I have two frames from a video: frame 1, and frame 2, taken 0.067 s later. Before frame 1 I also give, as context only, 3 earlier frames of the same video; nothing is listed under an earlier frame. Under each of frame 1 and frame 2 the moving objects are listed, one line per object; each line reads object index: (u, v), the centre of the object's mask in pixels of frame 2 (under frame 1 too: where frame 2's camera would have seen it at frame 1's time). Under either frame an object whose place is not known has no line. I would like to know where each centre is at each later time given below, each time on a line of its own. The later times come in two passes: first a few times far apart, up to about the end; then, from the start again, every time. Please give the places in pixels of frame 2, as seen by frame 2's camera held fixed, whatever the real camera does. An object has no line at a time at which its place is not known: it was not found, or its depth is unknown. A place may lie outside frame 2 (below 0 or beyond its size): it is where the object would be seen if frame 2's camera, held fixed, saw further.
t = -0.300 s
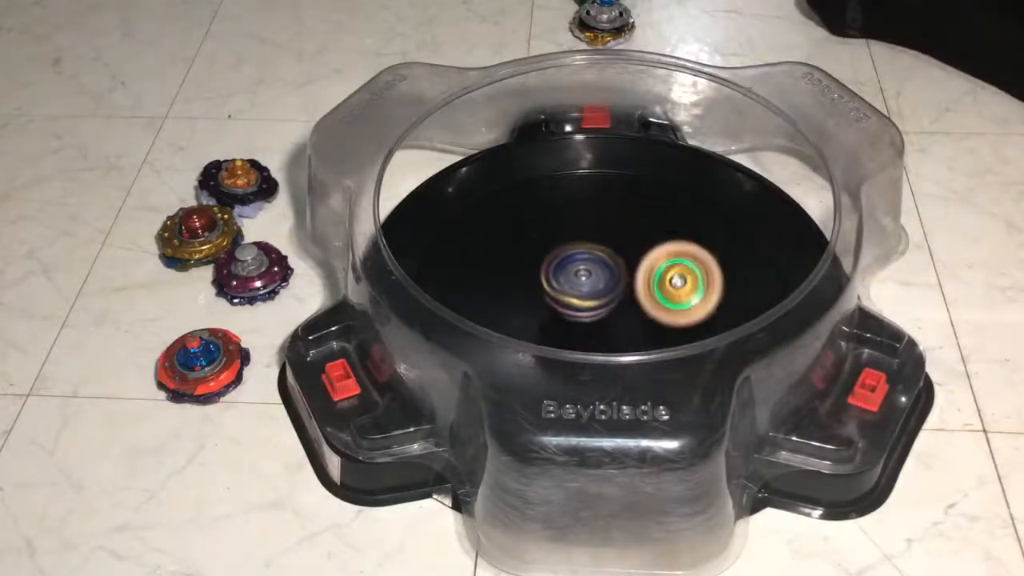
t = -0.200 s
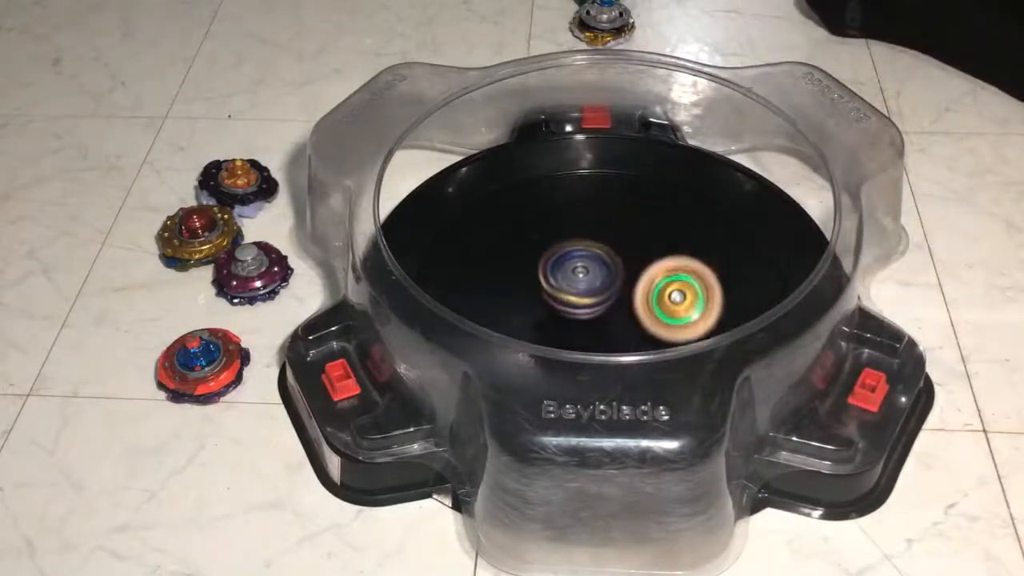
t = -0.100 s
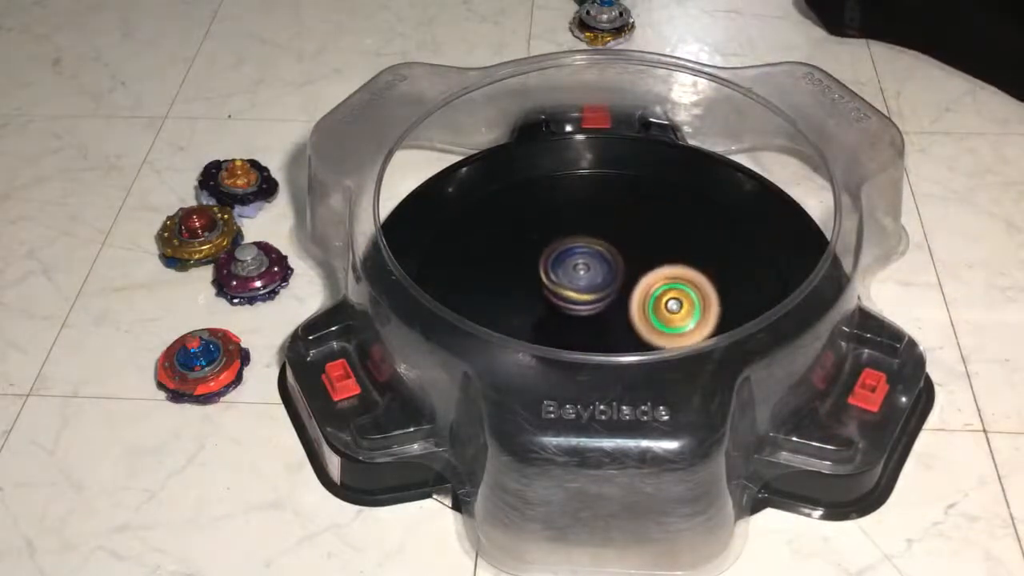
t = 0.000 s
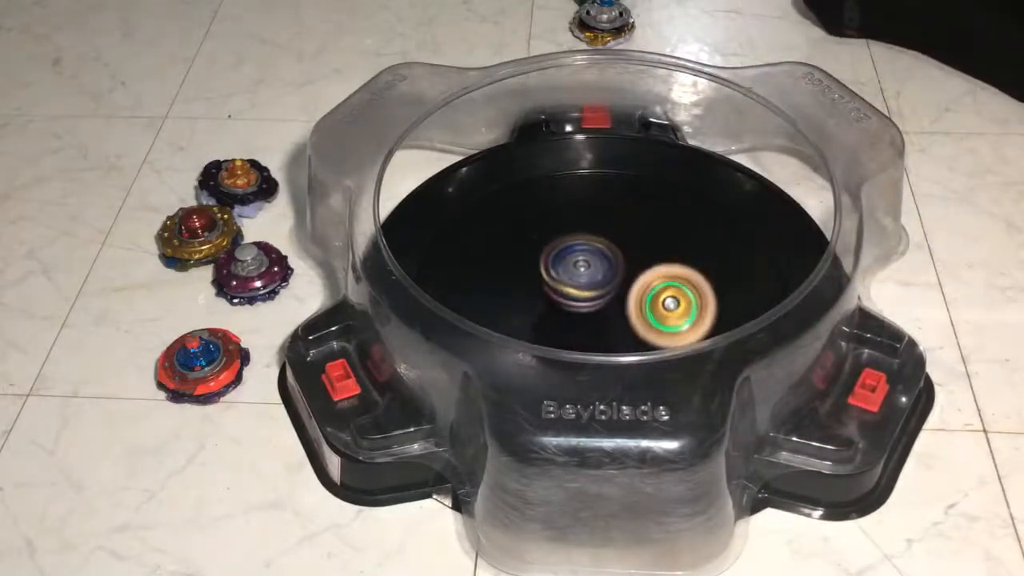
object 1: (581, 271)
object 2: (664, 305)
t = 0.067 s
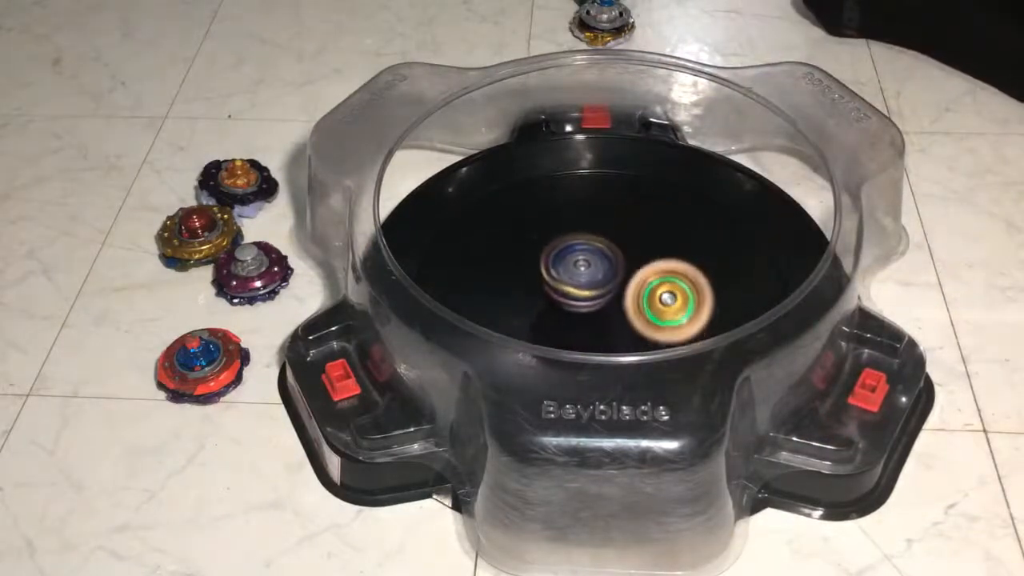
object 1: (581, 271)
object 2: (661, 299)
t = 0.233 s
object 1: (579, 268)
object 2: (656, 291)
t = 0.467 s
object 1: (575, 264)
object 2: (650, 299)
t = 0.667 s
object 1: (574, 261)
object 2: (623, 316)
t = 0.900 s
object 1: (579, 260)
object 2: (599, 331)
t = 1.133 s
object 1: (583, 265)
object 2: (554, 318)
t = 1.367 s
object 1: (602, 260)
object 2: (523, 300)
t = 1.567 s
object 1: (616, 263)
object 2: (523, 266)
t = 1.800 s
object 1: (678, 277)
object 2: (464, 250)
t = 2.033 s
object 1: (664, 293)
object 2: (501, 270)
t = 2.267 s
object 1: (688, 287)
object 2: (542, 259)
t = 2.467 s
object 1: (689, 290)
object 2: (536, 223)
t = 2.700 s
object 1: (656, 288)
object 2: (581, 210)
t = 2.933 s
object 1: (610, 307)
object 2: (632, 203)
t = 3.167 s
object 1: (557, 299)
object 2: (656, 233)
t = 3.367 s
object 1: (540, 282)
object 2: (658, 294)
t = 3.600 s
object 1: (546, 267)
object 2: (650, 317)
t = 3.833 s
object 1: (554, 255)
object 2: (656, 292)
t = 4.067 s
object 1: (560, 239)
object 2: (711, 283)
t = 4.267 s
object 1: (577, 243)
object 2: (687, 294)
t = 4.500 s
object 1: (597, 254)
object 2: (603, 318)
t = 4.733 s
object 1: (614, 263)
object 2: (551, 336)
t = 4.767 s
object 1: (616, 265)
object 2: (545, 335)
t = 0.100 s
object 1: (582, 271)
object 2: (659, 296)
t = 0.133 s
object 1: (581, 271)
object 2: (656, 294)
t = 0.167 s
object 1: (580, 270)
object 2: (656, 293)
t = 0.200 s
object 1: (579, 269)
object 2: (656, 292)
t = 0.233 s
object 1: (579, 268)
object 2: (656, 291)
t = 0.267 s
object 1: (579, 268)
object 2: (654, 290)
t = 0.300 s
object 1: (578, 267)
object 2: (653, 290)
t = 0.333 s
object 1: (578, 267)
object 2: (652, 291)
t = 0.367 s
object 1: (578, 266)
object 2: (651, 293)
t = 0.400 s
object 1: (577, 266)
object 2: (655, 295)
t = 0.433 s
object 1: (576, 265)
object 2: (653, 297)
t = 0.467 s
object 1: (575, 264)
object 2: (650, 299)
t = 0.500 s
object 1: (575, 264)
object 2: (647, 302)
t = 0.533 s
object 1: (574, 263)
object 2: (643, 305)
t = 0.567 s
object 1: (575, 263)
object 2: (638, 307)
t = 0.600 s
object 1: (575, 263)
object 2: (632, 310)
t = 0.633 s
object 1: (575, 262)
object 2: (627, 312)
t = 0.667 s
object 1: (574, 261)
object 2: (623, 316)
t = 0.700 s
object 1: (574, 260)
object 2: (621, 320)
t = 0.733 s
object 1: (574, 259)
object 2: (618, 323)
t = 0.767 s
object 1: (575, 259)
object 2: (615, 325)
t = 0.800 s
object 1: (576, 258)
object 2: (611, 327)
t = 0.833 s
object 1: (577, 258)
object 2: (608, 328)
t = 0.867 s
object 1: (577, 259)
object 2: (604, 330)
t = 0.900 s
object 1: (579, 260)
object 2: (599, 331)
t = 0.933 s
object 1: (579, 261)
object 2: (594, 331)
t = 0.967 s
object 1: (580, 262)
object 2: (589, 331)
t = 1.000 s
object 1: (581, 263)
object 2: (582, 329)
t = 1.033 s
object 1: (581, 265)
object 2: (575, 328)
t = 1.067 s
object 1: (582, 266)
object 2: (567, 326)
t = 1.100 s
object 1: (583, 266)
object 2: (560, 321)
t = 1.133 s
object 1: (583, 265)
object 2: (554, 318)
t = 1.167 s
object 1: (585, 263)
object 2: (548, 317)
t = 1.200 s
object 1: (587, 261)
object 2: (542, 316)
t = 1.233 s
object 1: (590, 261)
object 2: (537, 314)
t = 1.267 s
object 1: (593, 260)
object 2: (532, 312)
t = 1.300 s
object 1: (596, 260)
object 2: (528, 309)
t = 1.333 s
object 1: (599, 260)
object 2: (524, 305)
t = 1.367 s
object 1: (602, 260)
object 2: (523, 300)
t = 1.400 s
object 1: (604, 260)
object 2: (522, 296)
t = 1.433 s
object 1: (607, 260)
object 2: (523, 290)
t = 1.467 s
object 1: (609, 261)
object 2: (523, 284)
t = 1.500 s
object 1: (610, 262)
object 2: (525, 278)
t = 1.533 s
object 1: (612, 263)
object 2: (526, 271)
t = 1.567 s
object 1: (616, 263)
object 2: (523, 266)
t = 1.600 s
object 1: (630, 263)
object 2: (513, 261)
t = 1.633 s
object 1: (642, 263)
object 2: (503, 257)
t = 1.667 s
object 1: (654, 265)
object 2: (492, 253)
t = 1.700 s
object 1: (662, 267)
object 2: (482, 250)
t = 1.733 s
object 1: (669, 270)
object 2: (475, 249)
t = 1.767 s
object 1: (674, 274)
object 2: (468, 249)
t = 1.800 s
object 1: (678, 277)
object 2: (464, 250)
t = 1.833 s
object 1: (679, 280)
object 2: (462, 252)
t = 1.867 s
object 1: (679, 283)
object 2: (462, 255)
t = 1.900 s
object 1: (678, 286)
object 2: (465, 257)
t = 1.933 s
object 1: (676, 289)
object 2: (470, 261)
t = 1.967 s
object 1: (672, 291)
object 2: (478, 264)
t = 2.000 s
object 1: (668, 292)
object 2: (489, 267)
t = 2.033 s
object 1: (664, 293)
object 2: (501, 270)
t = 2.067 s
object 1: (659, 294)
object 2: (515, 273)
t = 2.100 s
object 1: (655, 293)
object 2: (531, 274)
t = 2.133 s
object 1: (651, 293)
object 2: (547, 274)
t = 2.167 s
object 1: (650, 293)
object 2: (560, 274)
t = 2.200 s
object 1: (667, 290)
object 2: (554, 270)
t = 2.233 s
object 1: (680, 288)
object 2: (548, 265)
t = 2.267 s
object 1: (688, 287)
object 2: (542, 259)
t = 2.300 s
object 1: (692, 288)
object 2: (537, 252)
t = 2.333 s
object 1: (693, 288)
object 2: (534, 245)
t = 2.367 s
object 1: (694, 289)
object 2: (532, 239)
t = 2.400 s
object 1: (694, 290)
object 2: (532, 232)
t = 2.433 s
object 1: (692, 290)
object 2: (532, 226)
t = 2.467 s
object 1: (689, 290)
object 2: (536, 223)
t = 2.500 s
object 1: (687, 290)
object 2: (537, 216)
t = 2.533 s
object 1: (683, 291)
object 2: (540, 212)
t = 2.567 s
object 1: (678, 290)
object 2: (546, 209)
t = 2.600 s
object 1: (674, 290)
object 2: (554, 208)
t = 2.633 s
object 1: (668, 289)
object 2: (566, 210)
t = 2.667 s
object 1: (662, 289)
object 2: (572, 208)
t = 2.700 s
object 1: (656, 288)
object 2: (581, 210)
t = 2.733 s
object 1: (650, 286)
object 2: (591, 212)
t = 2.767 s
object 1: (643, 286)
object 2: (606, 217)
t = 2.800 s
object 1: (639, 288)
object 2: (611, 217)
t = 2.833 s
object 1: (635, 294)
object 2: (616, 213)
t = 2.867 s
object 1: (629, 301)
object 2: (621, 208)
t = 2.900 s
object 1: (620, 305)
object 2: (626, 204)
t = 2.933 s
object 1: (610, 307)
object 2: (632, 203)
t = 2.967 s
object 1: (601, 308)
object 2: (637, 203)
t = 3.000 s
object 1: (592, 308)
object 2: (642, 204)
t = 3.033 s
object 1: (584, 307)
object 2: (646, 207)
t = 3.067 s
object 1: (577, 306)
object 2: (650, 211)
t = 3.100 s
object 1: (570, 304)
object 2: (653, 217)
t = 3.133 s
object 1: (563, 302)
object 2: (655, 224)
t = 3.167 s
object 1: (557, 299)
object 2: (656, 233)
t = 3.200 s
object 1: (553, 296)
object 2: (657, 242)
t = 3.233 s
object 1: (549, 293)
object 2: (656, 252)
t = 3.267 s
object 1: (546, 290)
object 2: (656, 262)
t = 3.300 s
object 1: (543, 287)
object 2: (656, 274)
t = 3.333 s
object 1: (541, 285)
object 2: (657, 283)
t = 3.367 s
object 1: (540, 282)
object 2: (658, 294)
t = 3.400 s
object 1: (539, 279)
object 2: (665, 304)
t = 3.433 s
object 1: (539, 276)
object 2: (660, 309)
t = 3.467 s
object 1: (539, 274)
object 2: (660, 313)
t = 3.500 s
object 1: (540, 272)
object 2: (660, 316)
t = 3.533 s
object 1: (541, 270)
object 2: (657, 317)
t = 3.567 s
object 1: (543, 268)
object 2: (654, 318)
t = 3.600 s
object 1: (546, 267)
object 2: (650, 317)
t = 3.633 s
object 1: (548, 266)
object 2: (646, 317)
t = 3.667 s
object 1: (553, 265)
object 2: (642, 314)
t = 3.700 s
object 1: (557, 265)
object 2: (639, 309)
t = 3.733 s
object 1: (561, 265)
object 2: (636, 302)
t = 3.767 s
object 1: (564, 264)
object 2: (634, 294)
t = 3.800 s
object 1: (562, 261)
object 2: (644, 293)
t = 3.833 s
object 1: (554, 255)
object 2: (656, 292)
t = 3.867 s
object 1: (551, 250)
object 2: (668, 291)
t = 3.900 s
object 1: (551, 247)
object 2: (680, 289)
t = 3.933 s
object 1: (552, 244)
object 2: (689, 287)
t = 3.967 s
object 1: (553, 242)
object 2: (697, 285)
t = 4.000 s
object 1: (555, 241)
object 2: (704, 284)
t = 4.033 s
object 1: (558, 240)
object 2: (704, 282)
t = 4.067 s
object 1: (560, 239)
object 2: (711, 283)
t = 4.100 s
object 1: (562, 239)
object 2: (712, 283)
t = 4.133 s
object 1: (565, 239)
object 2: (710, 284)
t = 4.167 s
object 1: (568, 240)
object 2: (707, 286)
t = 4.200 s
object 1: (571, 240)
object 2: (702, 289)
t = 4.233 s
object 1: (575, 242)
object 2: (695, 291)
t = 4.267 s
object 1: (577, 243)
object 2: (687, 294)
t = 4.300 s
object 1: (581, 245)
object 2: (677, 297)
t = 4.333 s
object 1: (584, 247)
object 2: (666, 300)
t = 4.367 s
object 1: (587, 250)
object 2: (655, 303)
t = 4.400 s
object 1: (590, 252)
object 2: (642, 307)
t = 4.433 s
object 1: (593, 254)
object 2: (628, 310)
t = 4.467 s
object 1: (595, 255)
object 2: (614, 311)
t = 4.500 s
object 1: (597, 254)
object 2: (603, 318)
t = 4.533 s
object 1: (599, 254)
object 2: (593, 324)
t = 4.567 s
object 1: (602, 255)
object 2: (584, 329)
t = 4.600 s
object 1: (605, 256)
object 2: (575, 333)
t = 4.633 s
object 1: (607, 258)
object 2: (570, 334)
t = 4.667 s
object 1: (610, 260)
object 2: (563, 336)
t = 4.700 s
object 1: (612, 261)
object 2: (558, 337)
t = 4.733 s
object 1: (614, 263)
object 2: (551, 336)
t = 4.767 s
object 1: (616, 265)
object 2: (545, 335)
